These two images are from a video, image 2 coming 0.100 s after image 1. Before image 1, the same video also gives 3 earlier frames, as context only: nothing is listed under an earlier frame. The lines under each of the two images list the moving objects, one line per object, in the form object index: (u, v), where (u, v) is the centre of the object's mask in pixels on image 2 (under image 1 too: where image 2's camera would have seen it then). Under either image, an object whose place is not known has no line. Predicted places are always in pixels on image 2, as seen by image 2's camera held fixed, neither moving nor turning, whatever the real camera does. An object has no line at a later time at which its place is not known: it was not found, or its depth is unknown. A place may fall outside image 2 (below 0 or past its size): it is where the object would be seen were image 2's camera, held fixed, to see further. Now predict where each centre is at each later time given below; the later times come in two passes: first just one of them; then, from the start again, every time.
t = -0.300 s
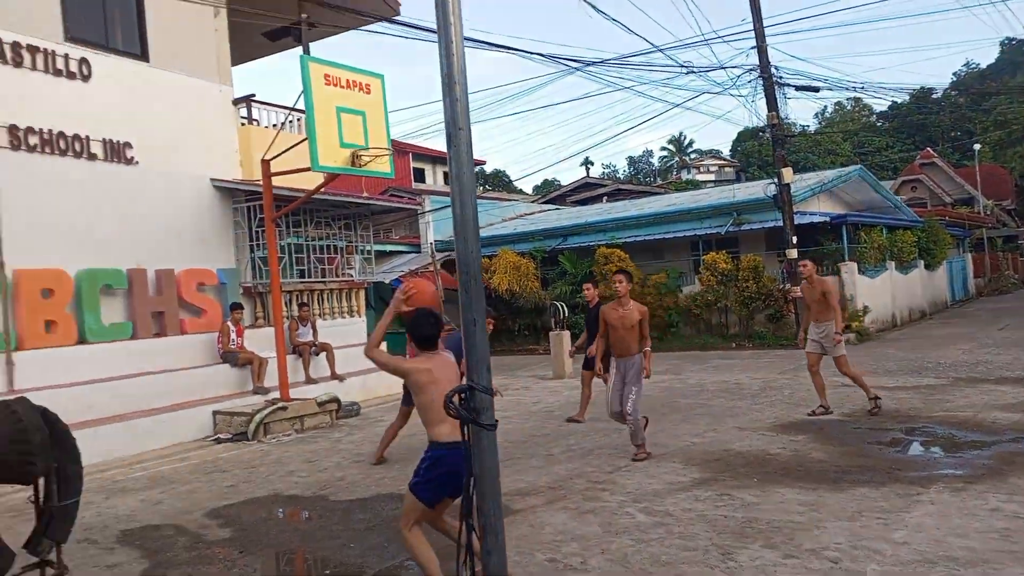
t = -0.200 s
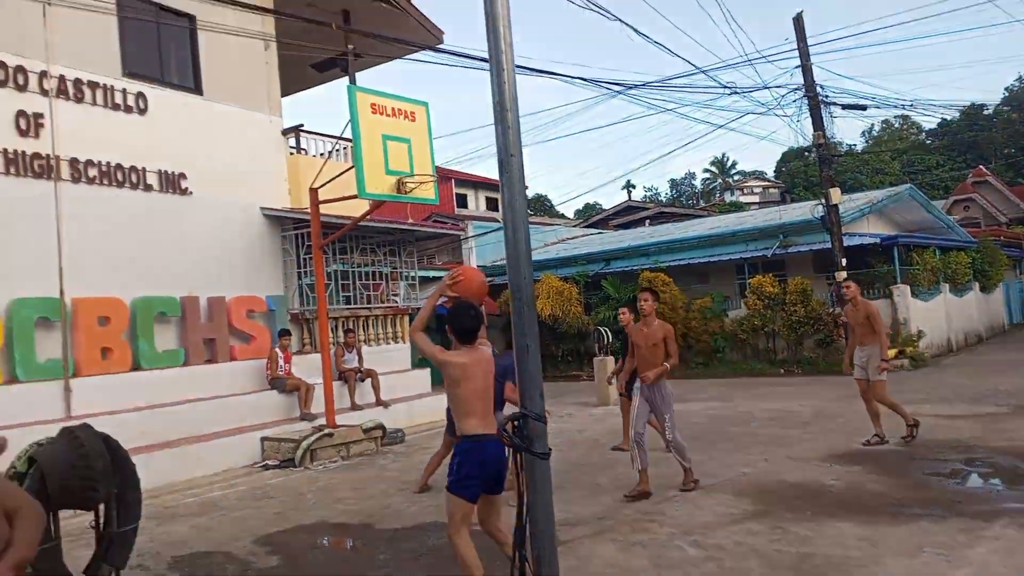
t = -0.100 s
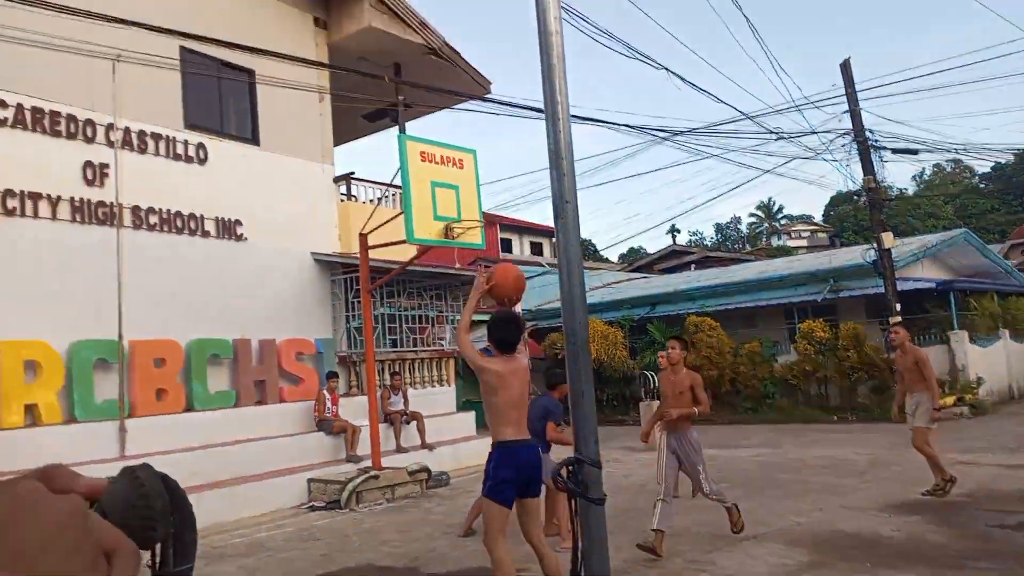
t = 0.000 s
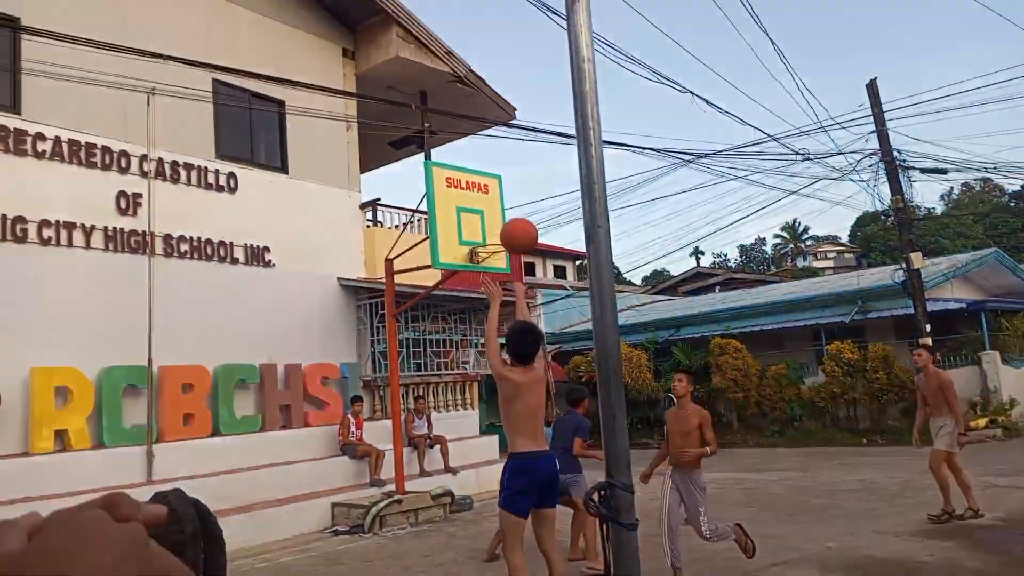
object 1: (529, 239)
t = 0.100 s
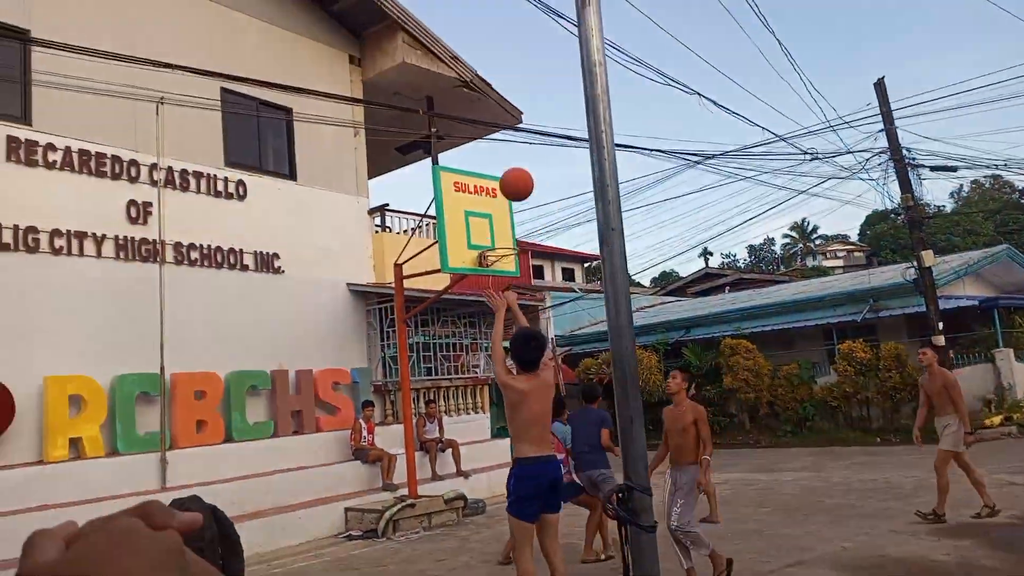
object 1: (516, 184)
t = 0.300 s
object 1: (505, 137)
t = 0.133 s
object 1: (516, 171)
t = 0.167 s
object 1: (513, 160)
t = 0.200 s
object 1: (509, 152)
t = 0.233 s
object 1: (508, 146)
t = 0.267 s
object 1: (506, 141)
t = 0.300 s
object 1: (505, 137)
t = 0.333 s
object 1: (502, 134)
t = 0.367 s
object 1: (501, 133)
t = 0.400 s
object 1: (498, 134)
